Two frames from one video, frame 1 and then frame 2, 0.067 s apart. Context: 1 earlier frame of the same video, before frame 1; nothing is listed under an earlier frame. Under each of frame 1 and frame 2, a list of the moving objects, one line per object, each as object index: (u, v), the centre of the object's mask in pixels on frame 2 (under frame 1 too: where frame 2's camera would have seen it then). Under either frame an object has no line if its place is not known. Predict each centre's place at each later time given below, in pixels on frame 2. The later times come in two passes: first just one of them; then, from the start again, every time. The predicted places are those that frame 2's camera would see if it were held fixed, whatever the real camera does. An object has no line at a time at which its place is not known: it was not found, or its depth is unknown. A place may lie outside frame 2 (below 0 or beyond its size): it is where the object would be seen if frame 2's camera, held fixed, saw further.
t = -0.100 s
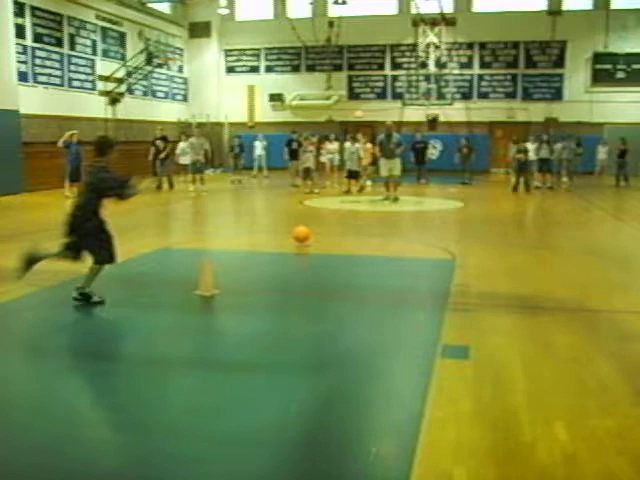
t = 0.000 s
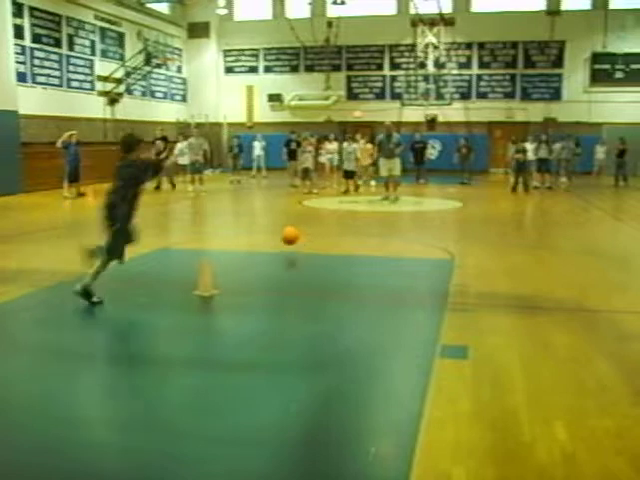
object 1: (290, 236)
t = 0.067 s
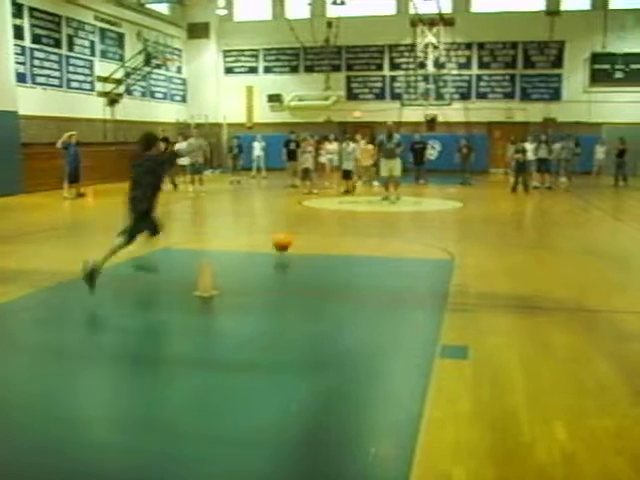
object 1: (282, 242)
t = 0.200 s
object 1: (265, 255)
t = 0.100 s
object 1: (278, 247)
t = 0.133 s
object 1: (274, 253)
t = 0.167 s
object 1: (269, 255)
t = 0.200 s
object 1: (265, 255)
